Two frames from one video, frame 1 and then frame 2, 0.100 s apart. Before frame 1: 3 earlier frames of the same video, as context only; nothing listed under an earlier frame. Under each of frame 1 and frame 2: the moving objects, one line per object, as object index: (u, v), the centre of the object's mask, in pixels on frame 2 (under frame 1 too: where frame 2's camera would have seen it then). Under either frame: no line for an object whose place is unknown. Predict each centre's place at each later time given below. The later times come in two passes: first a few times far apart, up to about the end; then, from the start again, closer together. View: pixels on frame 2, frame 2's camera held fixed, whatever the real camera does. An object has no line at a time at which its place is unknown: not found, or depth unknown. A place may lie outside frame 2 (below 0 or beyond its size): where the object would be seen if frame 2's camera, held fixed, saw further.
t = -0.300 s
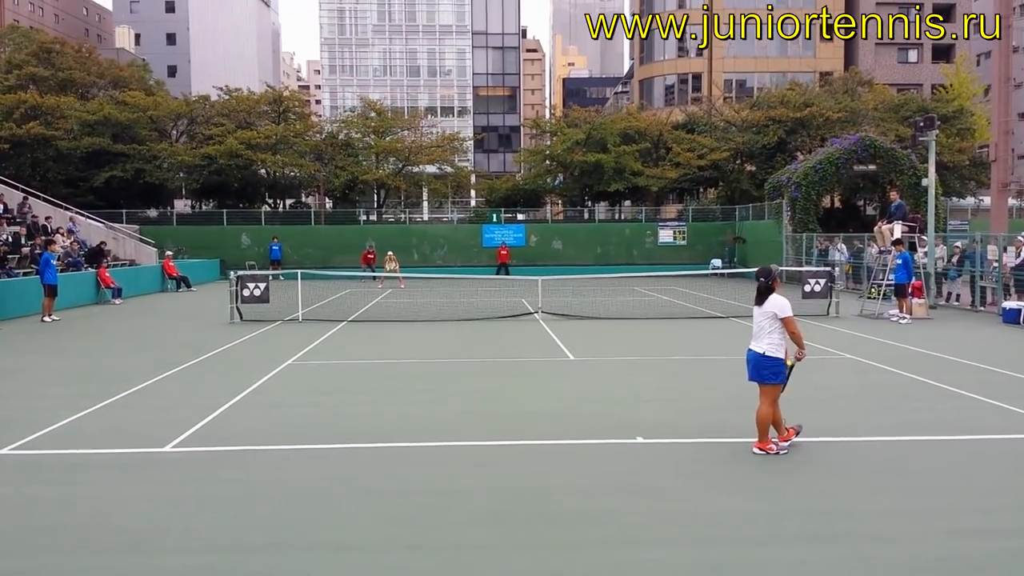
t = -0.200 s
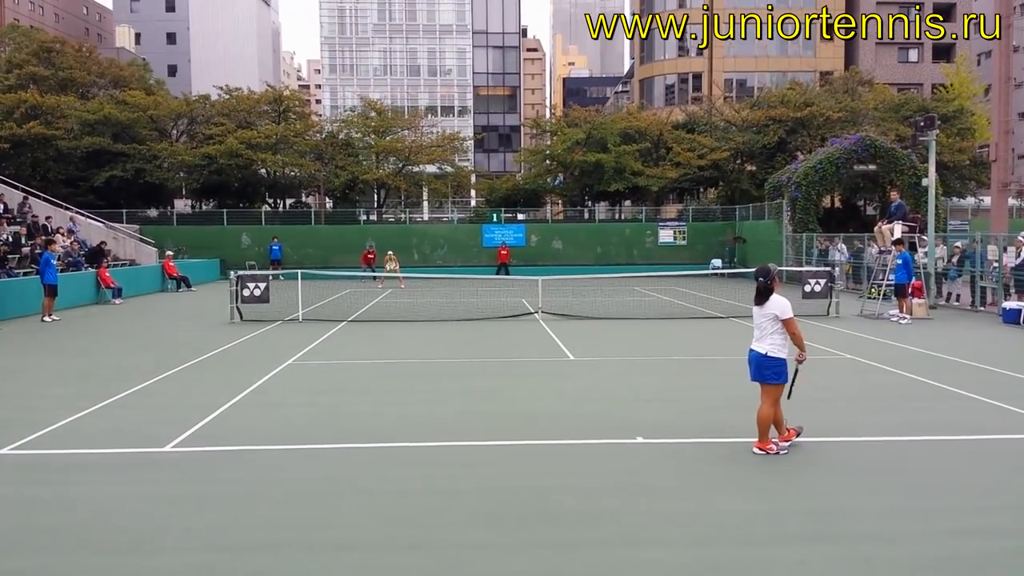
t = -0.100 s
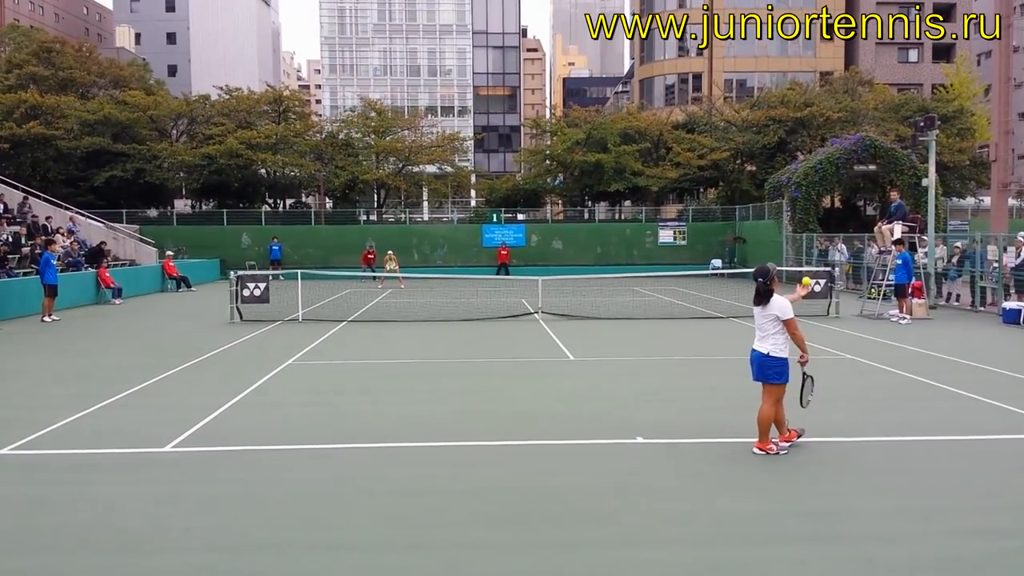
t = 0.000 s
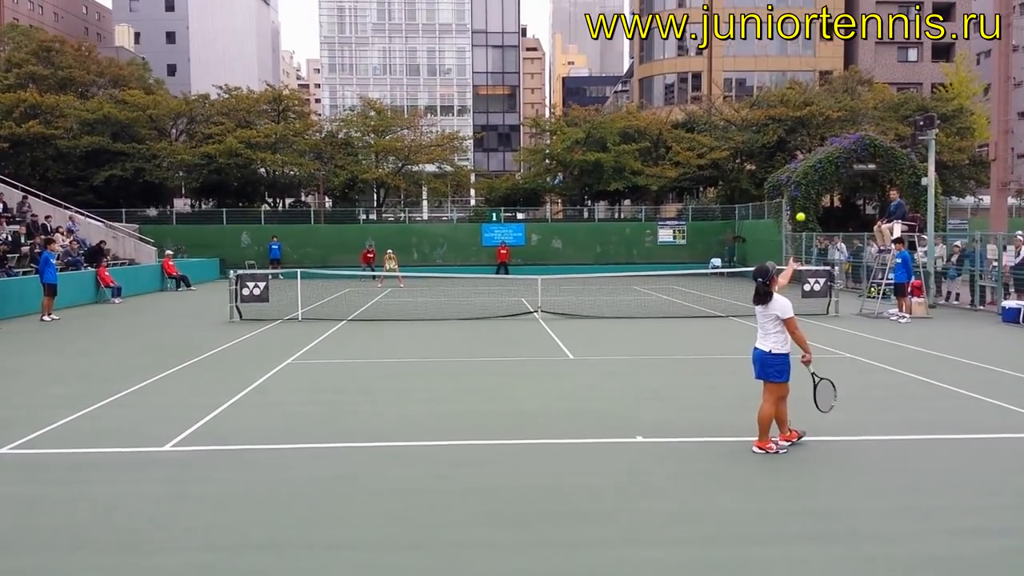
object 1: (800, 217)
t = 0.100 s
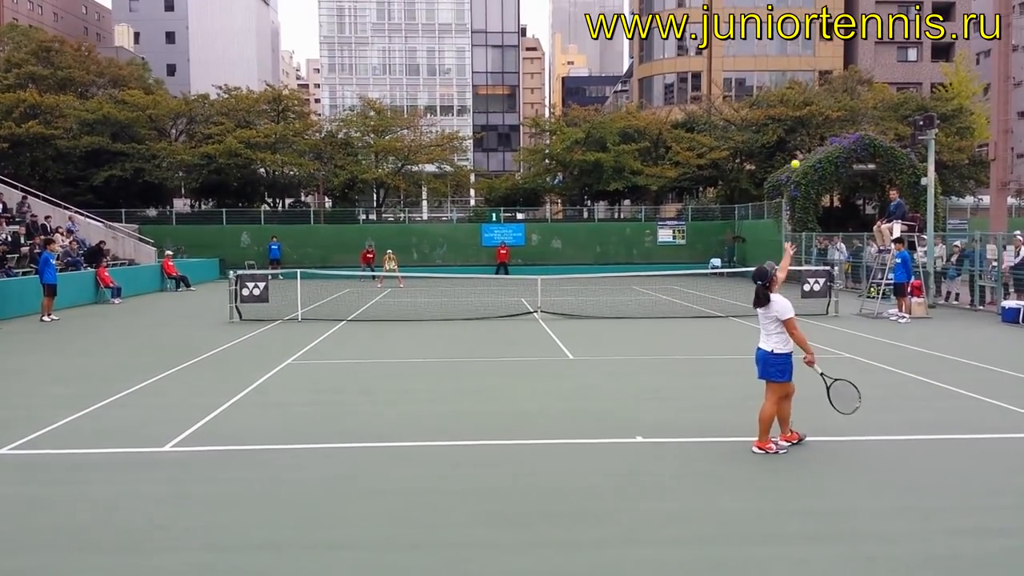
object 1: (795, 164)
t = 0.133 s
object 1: (793, 149)
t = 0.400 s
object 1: (779, 70)
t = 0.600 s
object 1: (767, 63)
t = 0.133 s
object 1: (793, 149)
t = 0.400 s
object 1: (779, 70)
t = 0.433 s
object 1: (777, 66)
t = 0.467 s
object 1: (775, 63)
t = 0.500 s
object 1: (773, 61)
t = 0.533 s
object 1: (771, 60)
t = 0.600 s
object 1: (767, 63)
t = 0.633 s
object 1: (766, 67)
